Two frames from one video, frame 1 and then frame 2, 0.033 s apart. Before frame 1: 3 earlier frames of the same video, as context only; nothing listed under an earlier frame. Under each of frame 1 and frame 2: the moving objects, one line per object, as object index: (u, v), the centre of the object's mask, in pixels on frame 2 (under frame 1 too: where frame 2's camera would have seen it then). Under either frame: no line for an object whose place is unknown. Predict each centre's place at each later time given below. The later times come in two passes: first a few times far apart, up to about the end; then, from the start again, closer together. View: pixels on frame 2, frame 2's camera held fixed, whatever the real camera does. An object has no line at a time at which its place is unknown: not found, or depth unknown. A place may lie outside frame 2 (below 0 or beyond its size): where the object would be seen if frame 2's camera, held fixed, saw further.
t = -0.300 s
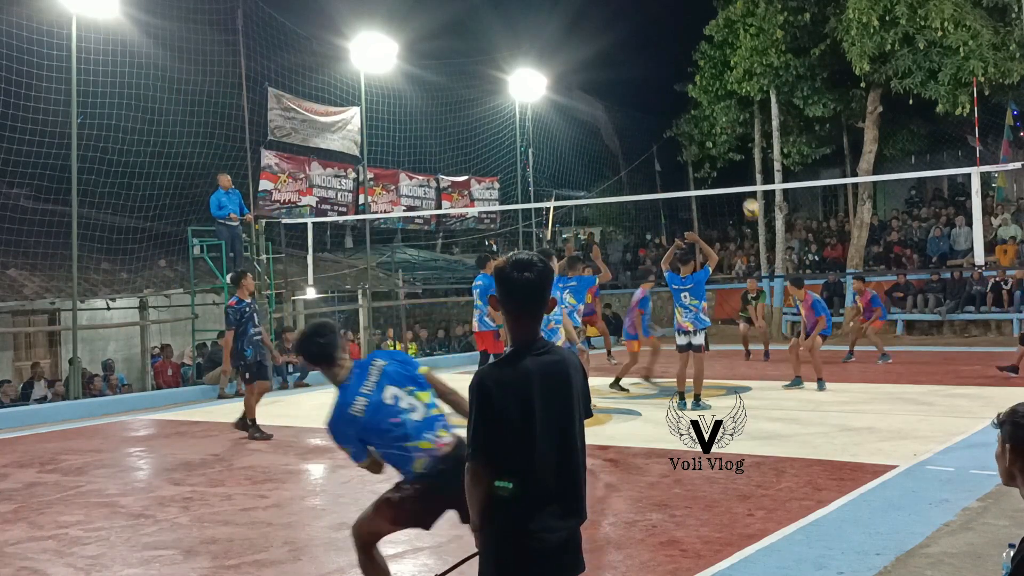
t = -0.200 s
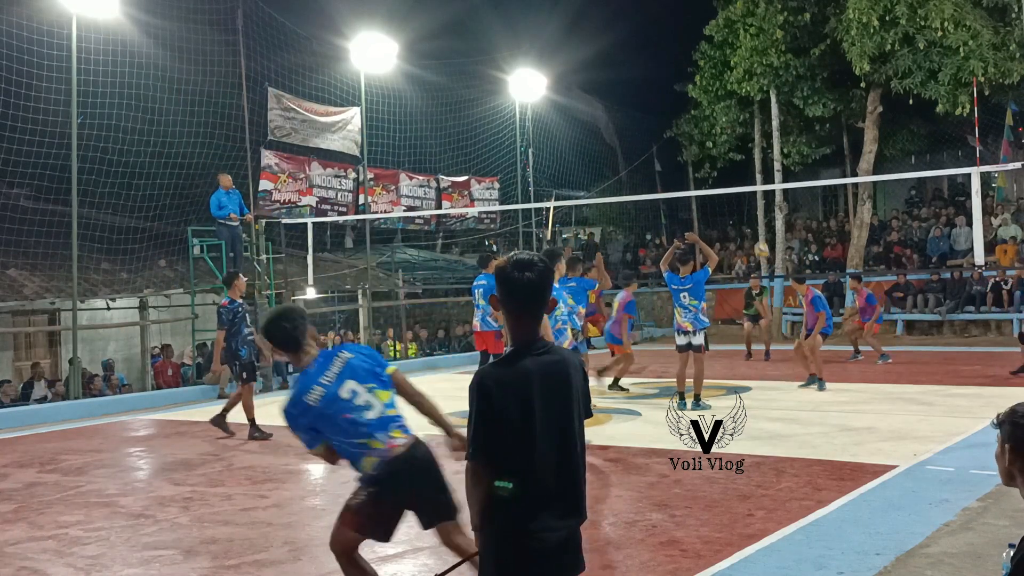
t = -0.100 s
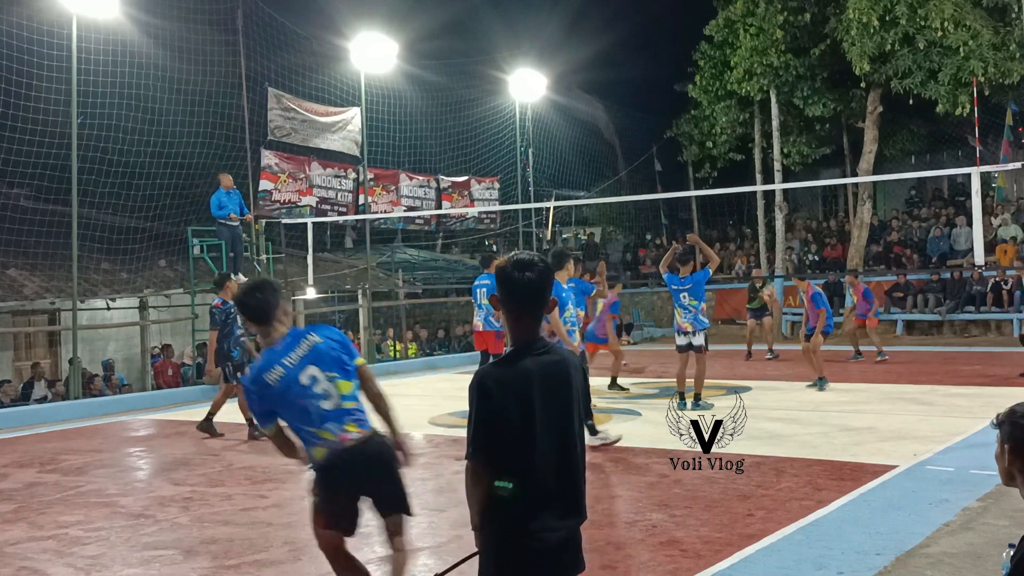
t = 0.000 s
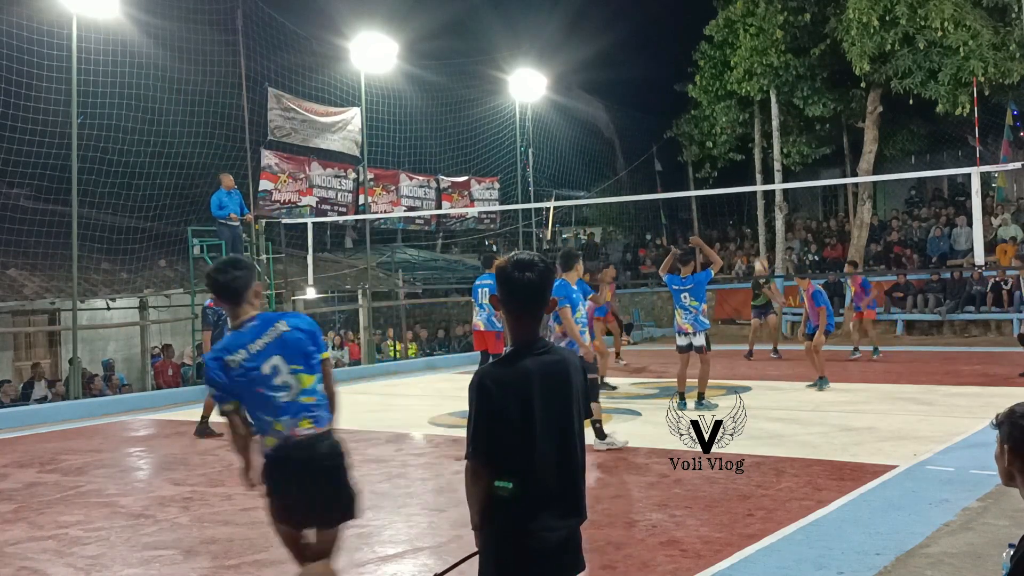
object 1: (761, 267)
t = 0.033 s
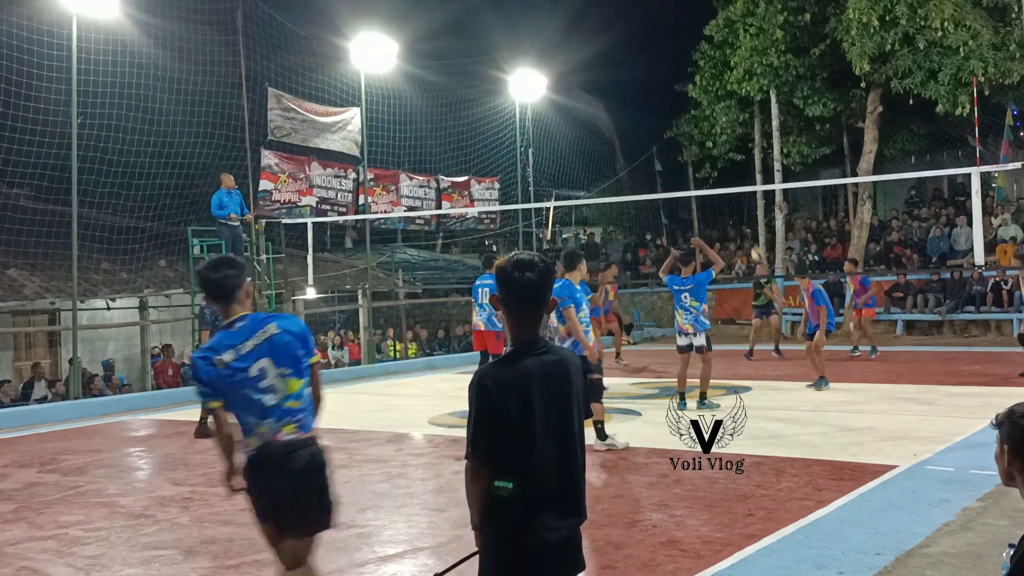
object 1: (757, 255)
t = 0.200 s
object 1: (741, 209)
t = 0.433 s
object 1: (715, 172)
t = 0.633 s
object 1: (692, 169)
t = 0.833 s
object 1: (668, 193)
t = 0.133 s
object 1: (748, 226)
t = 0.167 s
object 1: (744, 217)
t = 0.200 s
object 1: (741, 209)
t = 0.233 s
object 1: (737, 202)
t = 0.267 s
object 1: (734, 198)
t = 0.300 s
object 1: (730, 188)
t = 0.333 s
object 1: (726, 183)
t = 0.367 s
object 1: (723, 179)
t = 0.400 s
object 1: (719, 176)
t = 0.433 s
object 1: (715, 172)
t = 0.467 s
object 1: (712, 170)
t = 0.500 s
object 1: (708, 169)
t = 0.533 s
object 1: (704, 167)
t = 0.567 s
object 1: (700, 167)
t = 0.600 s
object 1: (696, 167)
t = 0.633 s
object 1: (692, 169)
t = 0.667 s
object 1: (688, 171)
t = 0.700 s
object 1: (684, 174)
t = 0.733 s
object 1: (680, 178)
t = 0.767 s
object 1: (676, 182)
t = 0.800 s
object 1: (673, 186)
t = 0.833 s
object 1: (668, 193)
